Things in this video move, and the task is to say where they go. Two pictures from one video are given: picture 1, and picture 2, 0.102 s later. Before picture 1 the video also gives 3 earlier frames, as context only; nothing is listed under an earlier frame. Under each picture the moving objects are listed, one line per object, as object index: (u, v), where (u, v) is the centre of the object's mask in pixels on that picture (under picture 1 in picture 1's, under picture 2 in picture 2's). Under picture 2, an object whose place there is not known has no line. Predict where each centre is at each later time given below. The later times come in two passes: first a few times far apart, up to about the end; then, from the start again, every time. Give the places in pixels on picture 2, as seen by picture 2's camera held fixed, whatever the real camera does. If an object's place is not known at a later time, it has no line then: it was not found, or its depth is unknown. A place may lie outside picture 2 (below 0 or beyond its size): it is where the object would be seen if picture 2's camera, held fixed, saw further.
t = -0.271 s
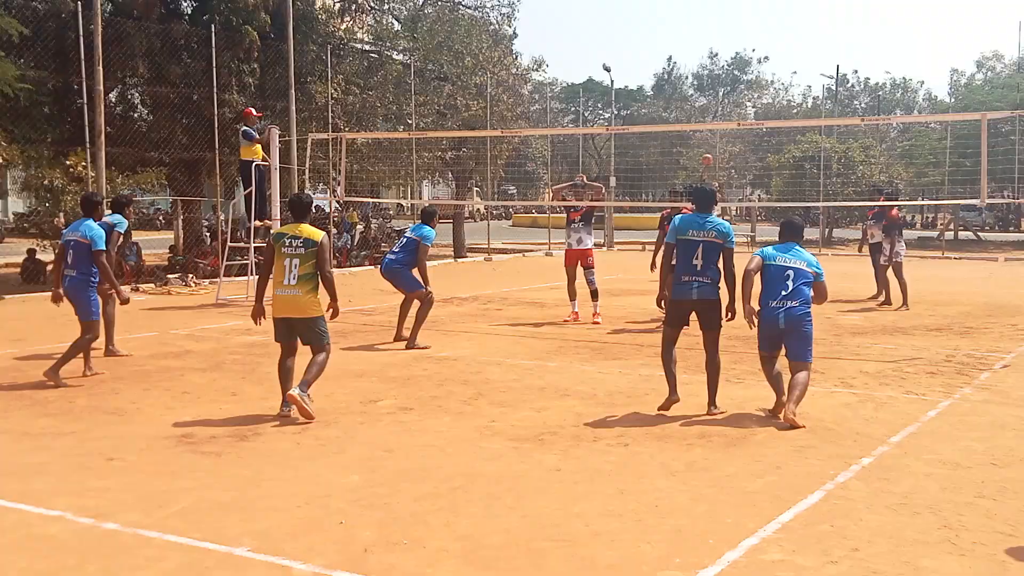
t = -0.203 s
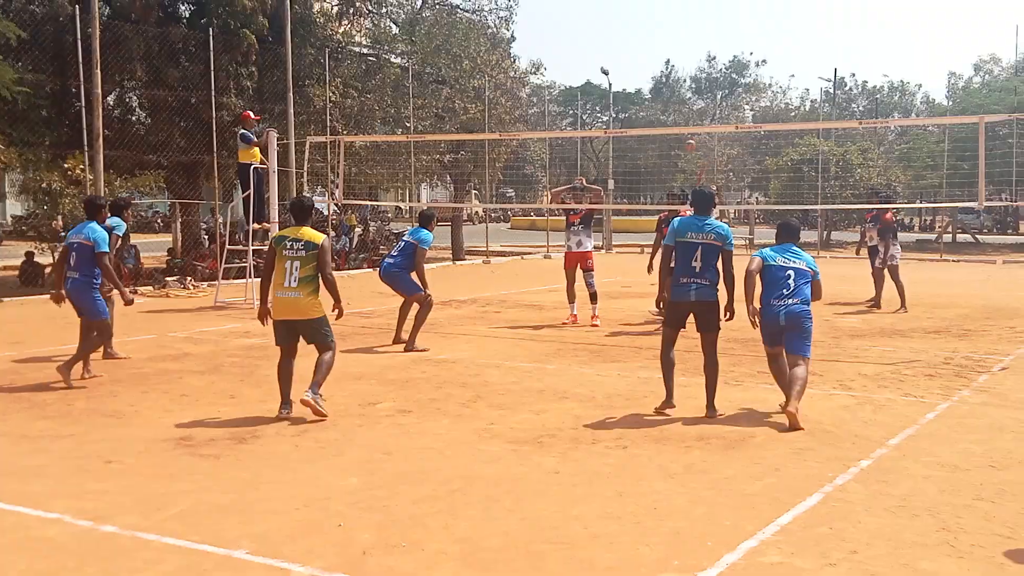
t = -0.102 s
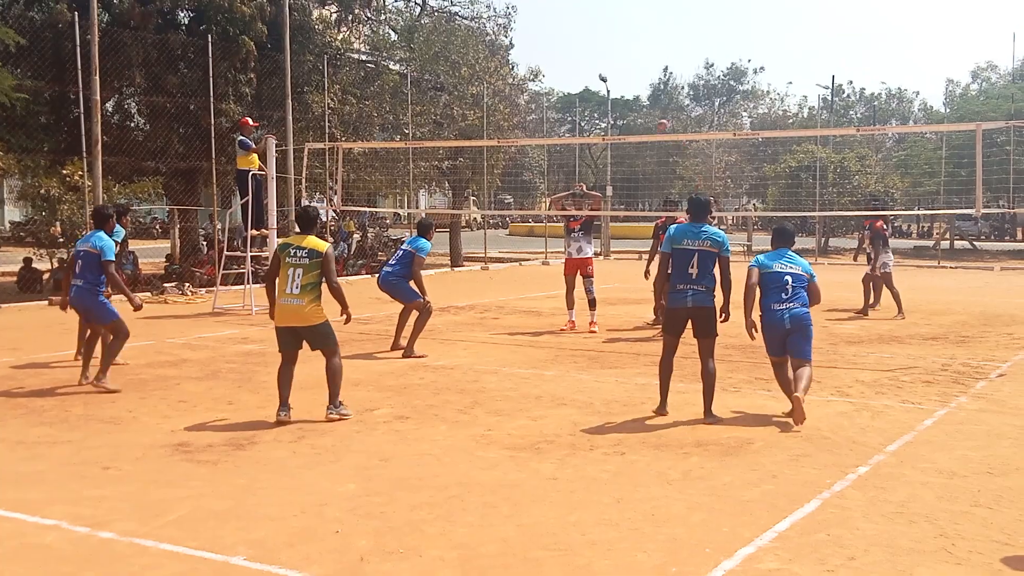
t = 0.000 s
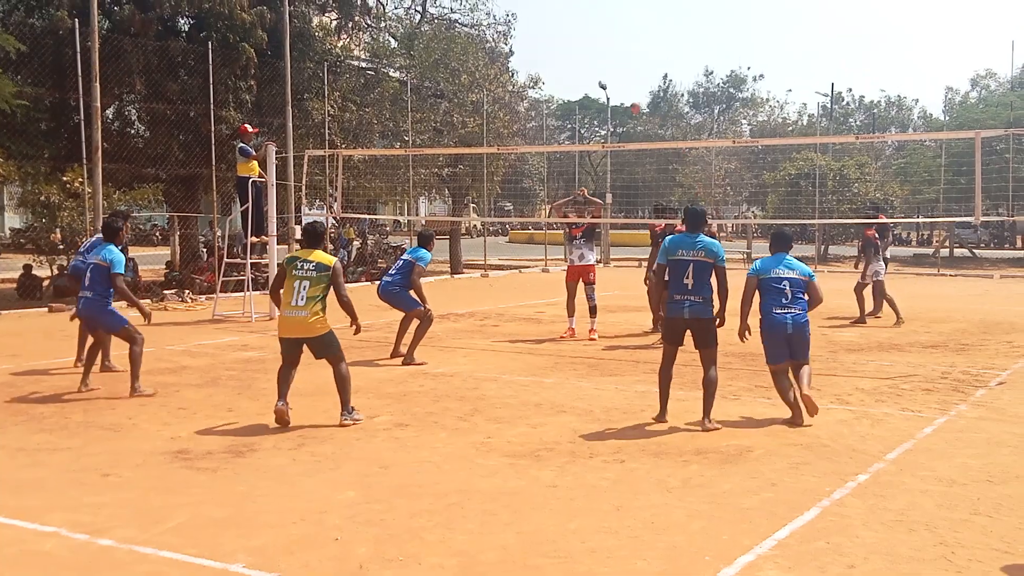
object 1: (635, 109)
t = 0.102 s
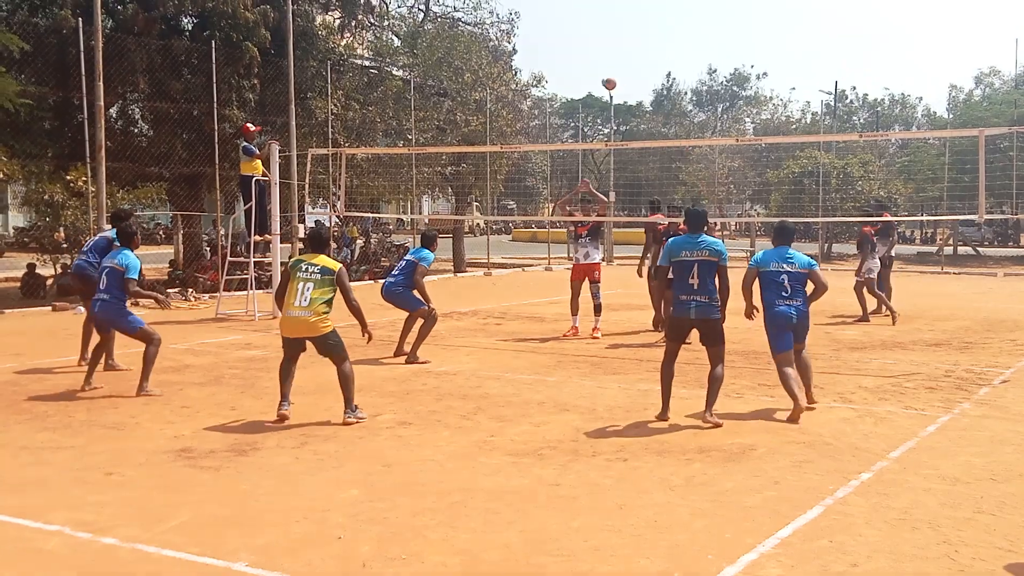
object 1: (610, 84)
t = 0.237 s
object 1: (567, 58)
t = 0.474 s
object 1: (475, 26)
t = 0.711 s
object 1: (348, 28)
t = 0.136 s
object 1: (600, 77)
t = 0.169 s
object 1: (590, 70)
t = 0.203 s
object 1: (579, 64)
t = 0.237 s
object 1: (567, 58)
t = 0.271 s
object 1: (556, 52)
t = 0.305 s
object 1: (544, 46)
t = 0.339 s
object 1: (531, 41)
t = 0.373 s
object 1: (518, 37)
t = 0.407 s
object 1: (505, 33)
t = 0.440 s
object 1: (489, 29)
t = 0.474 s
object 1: (475, 26)
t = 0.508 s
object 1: (458, 24)
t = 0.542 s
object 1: (443, 22)
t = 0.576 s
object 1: (425, 22)
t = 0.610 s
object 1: (407, 21)
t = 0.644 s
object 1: (388, 21)
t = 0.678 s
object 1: (368, 23)
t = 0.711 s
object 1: (348, 28)
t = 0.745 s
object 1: (327, 32)
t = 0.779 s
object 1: (304, 38)
